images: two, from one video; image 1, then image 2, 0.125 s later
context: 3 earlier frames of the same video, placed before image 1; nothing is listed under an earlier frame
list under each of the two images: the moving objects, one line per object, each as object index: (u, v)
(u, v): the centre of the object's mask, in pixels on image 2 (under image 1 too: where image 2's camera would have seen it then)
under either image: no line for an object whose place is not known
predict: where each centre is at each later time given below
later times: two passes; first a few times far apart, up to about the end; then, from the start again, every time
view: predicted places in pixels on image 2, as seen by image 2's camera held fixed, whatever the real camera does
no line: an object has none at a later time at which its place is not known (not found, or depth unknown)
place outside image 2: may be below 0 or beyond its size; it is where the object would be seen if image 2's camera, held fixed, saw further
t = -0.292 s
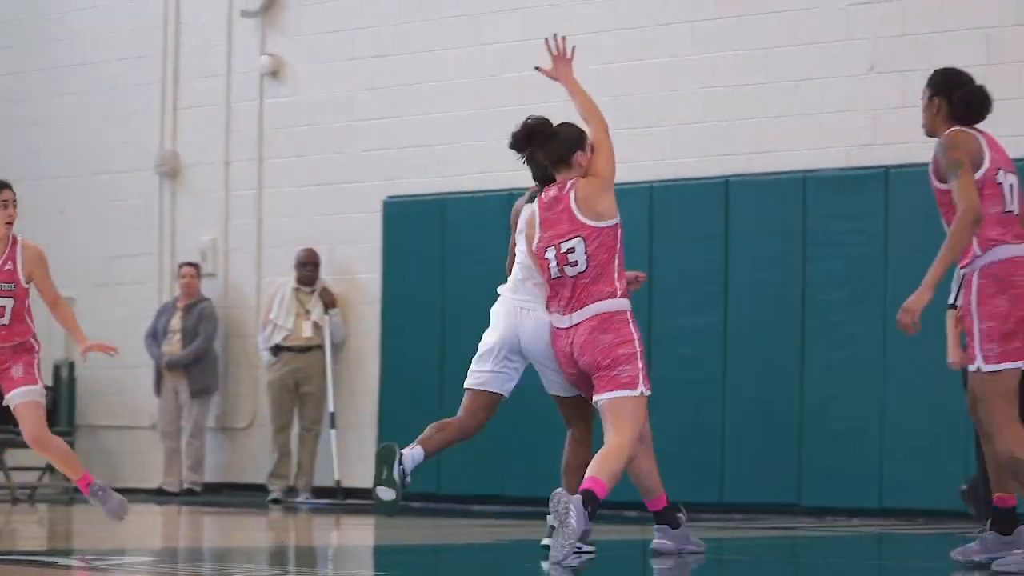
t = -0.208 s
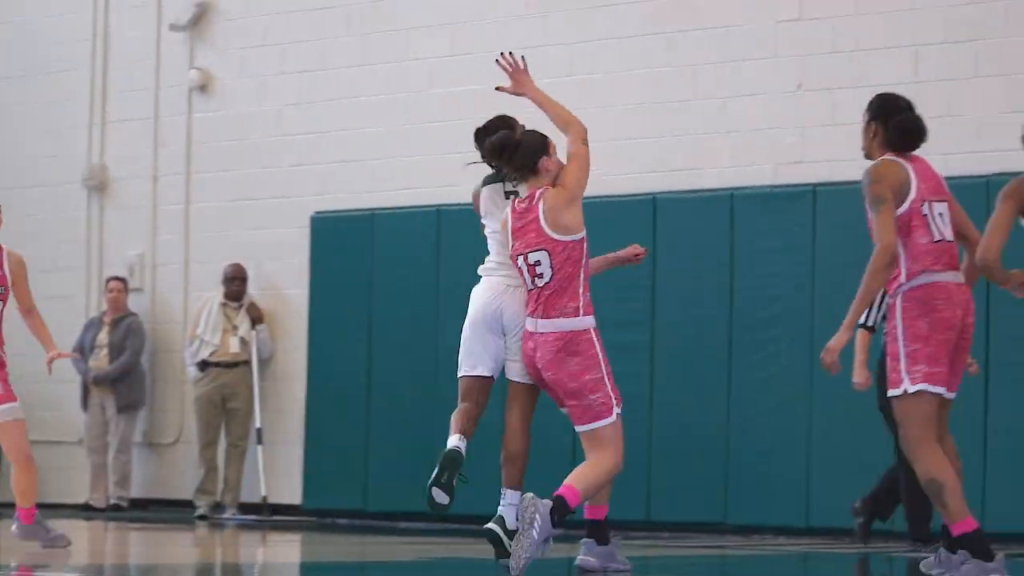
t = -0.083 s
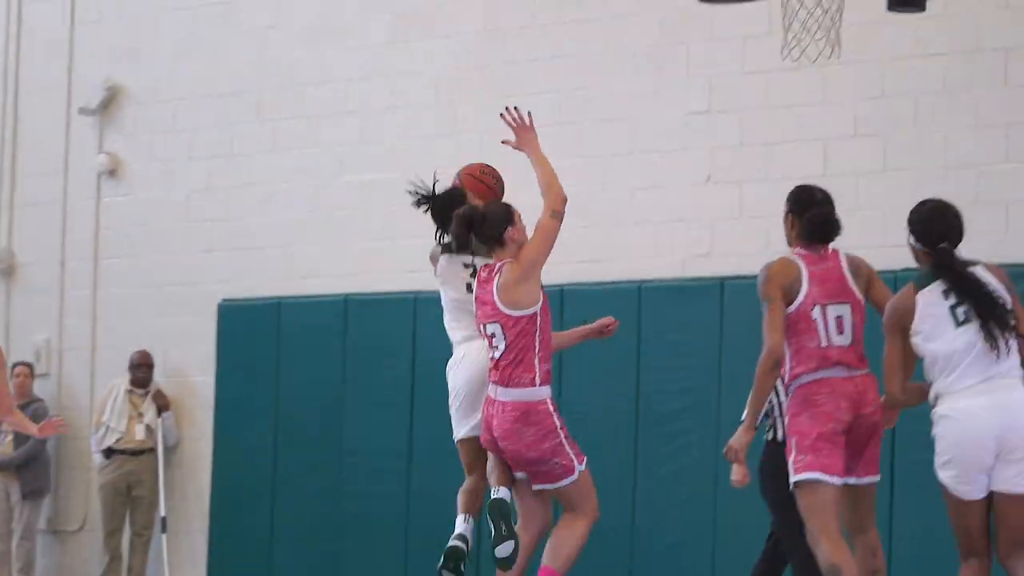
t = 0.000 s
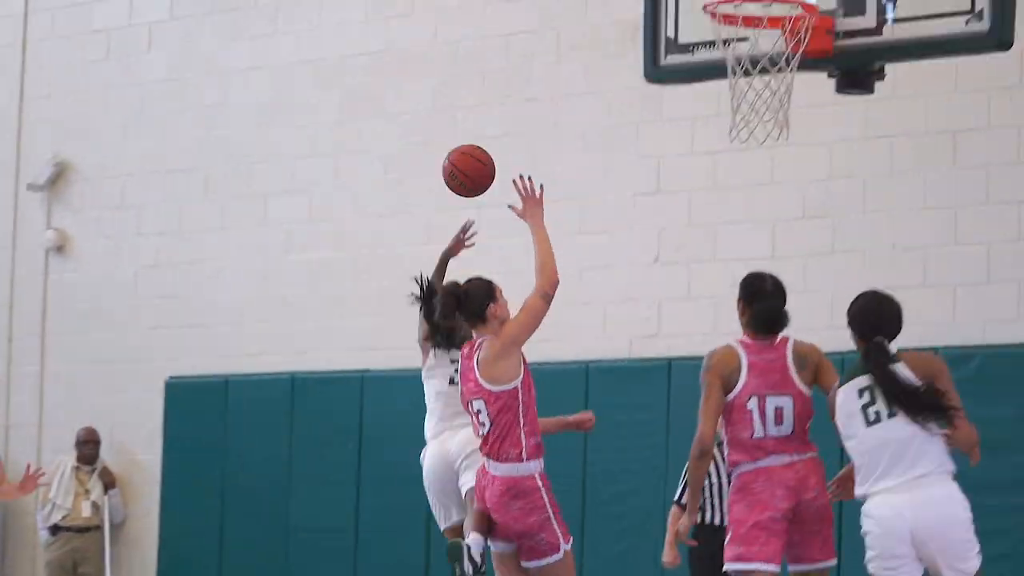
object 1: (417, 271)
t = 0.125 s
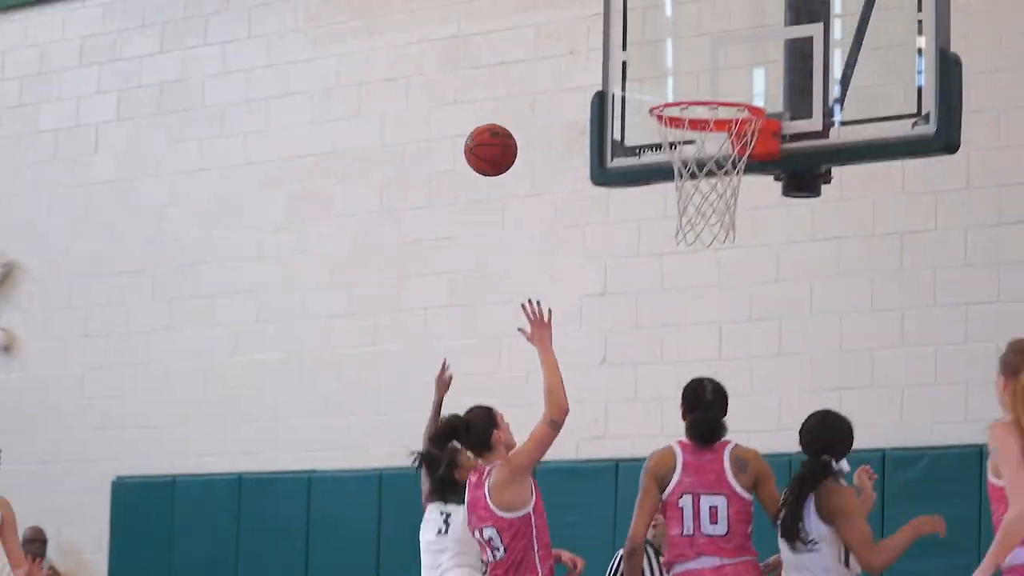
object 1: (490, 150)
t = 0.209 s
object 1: (538, 88)
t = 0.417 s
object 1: (650, -1)
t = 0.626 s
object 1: (671, -2)
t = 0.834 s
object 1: (691, 79)
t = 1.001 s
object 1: (710, 79)
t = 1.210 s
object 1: (718, 67)
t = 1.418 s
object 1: (719, 81)
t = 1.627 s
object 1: (718, 107)
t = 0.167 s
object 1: (514, 117)
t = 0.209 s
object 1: (538, 88)
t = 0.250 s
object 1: (562, 63)
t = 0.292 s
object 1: (585, 42)
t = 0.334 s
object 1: (608, 24)
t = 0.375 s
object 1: (632, 10)
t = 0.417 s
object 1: (650, -1)
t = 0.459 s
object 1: (654, -8)
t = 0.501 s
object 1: (659, -13)
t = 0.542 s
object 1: (663, -13)
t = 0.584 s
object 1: (667, -9)
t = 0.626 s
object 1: (671, -2)
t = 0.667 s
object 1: (675, 10)
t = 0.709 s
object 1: (679, 25)
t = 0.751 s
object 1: (683, 45)
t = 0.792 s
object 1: (687, 69)
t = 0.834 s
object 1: (691, 79)
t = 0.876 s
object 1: (696, 75)
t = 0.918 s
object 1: (701, 73)
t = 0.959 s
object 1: (706, 75)
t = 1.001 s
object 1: (710, 79)
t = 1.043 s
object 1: (714, 85)
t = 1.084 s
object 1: (717, 85)
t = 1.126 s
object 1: (717, 78)
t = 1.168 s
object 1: (718, 72)
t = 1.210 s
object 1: (718, 67)
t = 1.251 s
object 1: (718, 67)
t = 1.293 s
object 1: (719, 69)
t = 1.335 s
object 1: (719, 72)
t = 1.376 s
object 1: (719, 77)
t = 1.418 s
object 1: (719, 81)
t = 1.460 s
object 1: (719, 87)
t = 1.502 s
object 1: (719, 92)
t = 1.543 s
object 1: (719, 96)
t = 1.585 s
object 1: (719, 102)
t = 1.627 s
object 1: (718, 107)
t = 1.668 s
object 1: (719, 115)
